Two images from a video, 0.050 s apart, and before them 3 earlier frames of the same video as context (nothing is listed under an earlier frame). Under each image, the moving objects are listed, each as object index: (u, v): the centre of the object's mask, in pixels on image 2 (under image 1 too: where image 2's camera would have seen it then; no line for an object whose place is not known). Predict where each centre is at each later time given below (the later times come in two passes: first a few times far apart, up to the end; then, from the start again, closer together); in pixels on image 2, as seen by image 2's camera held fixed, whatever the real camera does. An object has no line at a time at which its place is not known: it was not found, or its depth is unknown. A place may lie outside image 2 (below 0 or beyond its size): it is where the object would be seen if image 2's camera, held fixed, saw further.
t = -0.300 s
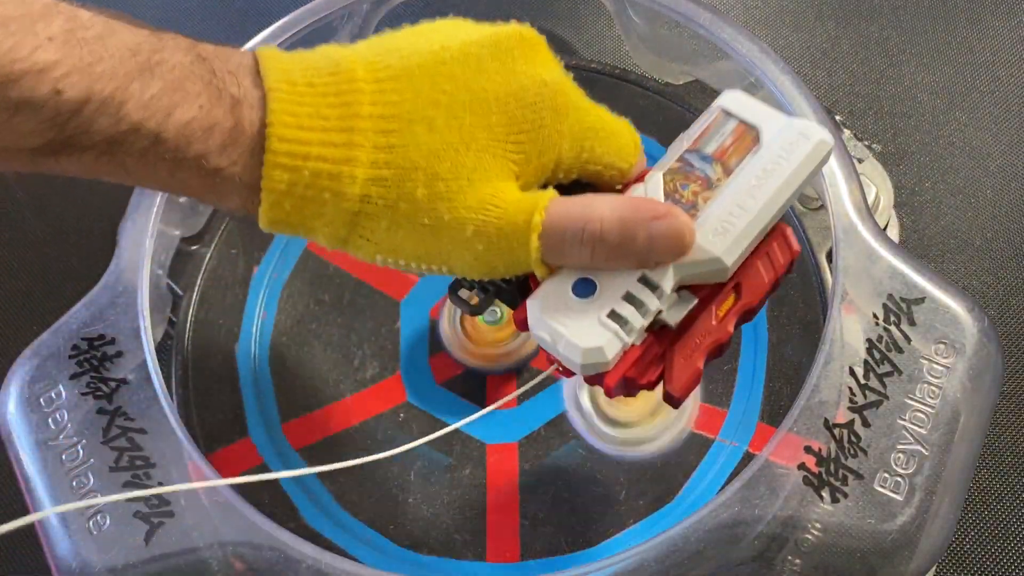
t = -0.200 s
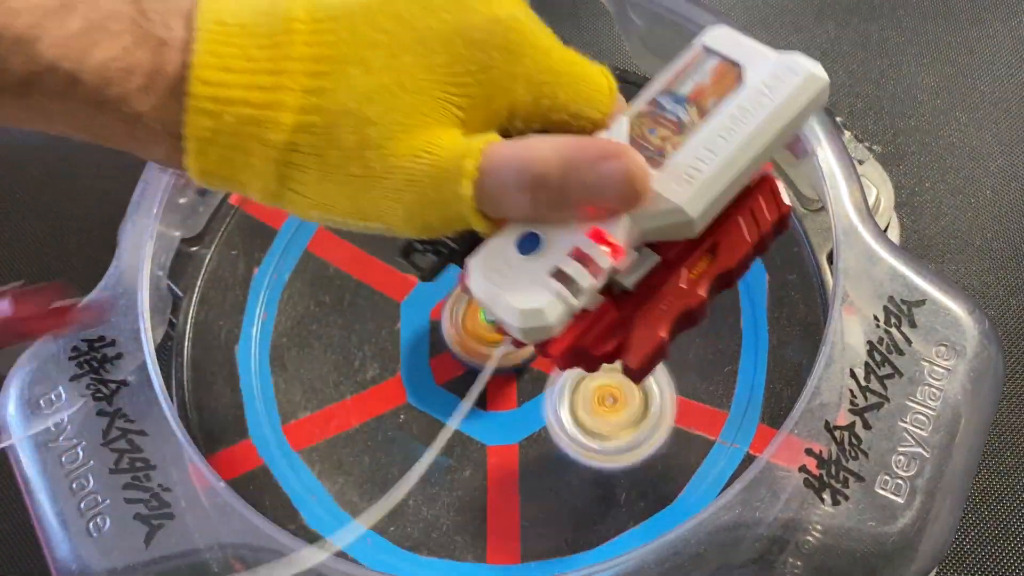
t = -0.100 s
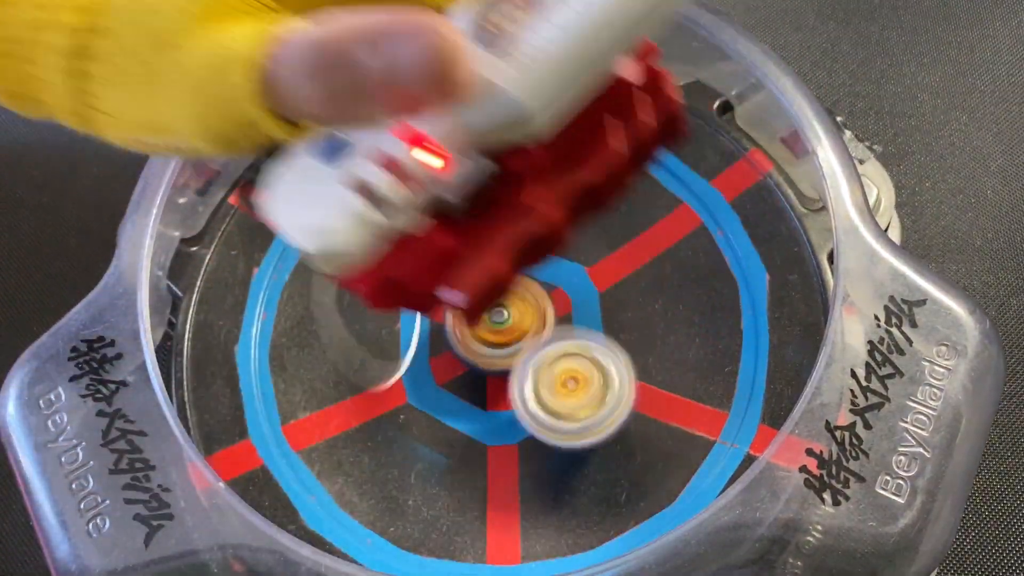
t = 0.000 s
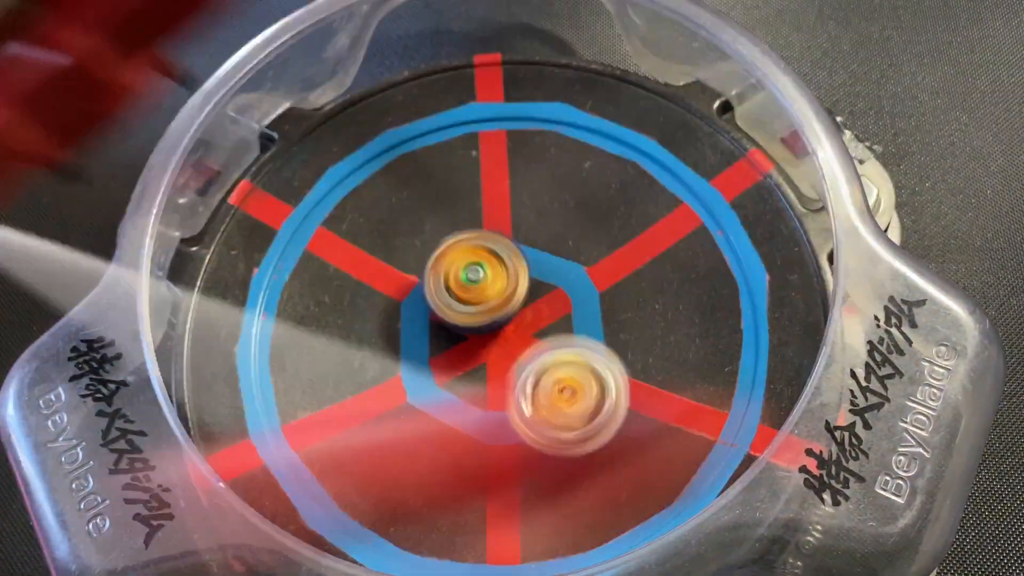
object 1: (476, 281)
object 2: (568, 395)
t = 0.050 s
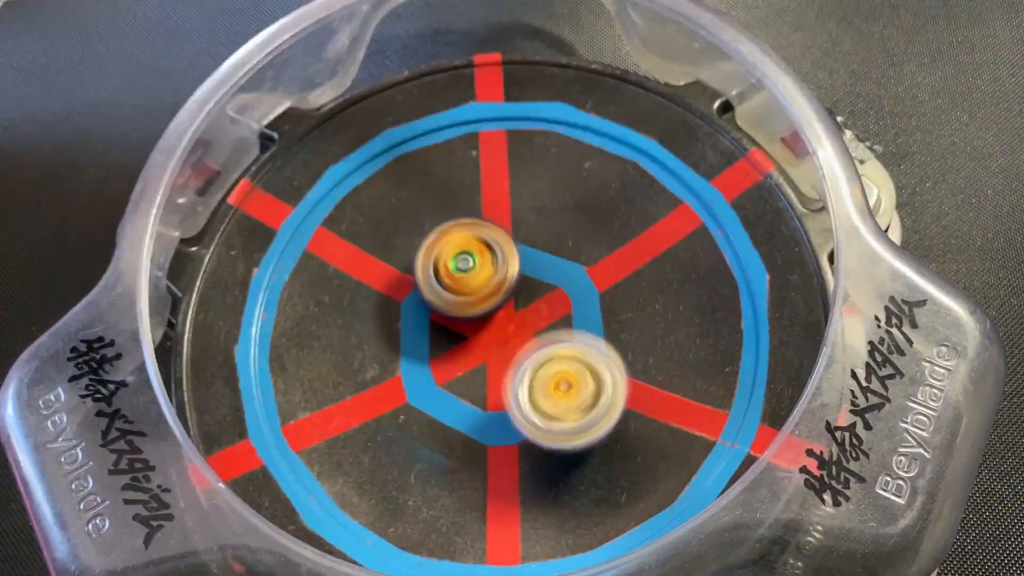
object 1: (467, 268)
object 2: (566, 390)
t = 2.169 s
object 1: (532, 292)
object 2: (402, 176)
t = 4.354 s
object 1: (530, 306)
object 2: (429, 348)
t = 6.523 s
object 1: (469, 233)
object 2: (538, 377)
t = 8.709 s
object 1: (457, 284)
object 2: (584, 409)
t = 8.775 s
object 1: (464, 287)
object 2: (580, 410)
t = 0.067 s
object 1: (466, 265)
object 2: (565, 387)
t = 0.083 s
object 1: (464, 264)
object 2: (563, 384)
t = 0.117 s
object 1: (463, 262)
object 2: (559, 376)
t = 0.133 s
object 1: (464, 262)
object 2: (557, 372)
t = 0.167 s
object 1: (465, 263)
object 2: (551, 364)
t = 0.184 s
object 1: (465, 264)
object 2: (548, 359)
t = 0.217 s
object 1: (467, 266)
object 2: (541, 350)
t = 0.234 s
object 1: (469, 268)
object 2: (539, 345)
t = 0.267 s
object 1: (470, 267)
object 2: (535, 342)
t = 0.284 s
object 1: (470, 264)
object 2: (534, 345)
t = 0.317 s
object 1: (470, 254)
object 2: (534, 355)
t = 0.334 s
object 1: (470, 251)
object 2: (534, 359)
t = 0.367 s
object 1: (470, 246)
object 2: (532, 364)
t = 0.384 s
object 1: (470, 243)
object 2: (531, 366)
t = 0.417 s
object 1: (472, 242)
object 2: (529, 367)
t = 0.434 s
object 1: (473, 243)
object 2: (528, 367)
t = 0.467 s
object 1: (475, 246)
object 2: (525, 366)
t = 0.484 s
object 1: (477, 247)
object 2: (524, 365)
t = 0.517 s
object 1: (480, 252)
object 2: (522, 361)
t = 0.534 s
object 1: (481, 256)
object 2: (521, 359)
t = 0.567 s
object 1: (485, 261)
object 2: (518, 357)
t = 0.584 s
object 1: (489, 251)
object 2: (514, 368)
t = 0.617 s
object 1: (497, 229)
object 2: (506, 395)
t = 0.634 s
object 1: (502, 220)
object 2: (503, 404)
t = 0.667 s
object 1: (508, 207)
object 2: (495, 424)
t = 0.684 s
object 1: (509, 203)
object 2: (491, 432)
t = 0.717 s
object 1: (513, 198)
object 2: (487, 444)
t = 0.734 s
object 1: (514, 196)
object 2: (486, 449)
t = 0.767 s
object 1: (515, 197)
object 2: (485, 454)
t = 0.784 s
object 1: (516, 200)
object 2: (484, 455)
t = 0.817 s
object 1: (516, 206)
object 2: (483, 455)
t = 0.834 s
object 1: (515, 209)
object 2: (484, 454)
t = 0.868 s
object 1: (515, 218)
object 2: (483, 450)
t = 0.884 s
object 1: (516, 221)
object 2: (483, 447)
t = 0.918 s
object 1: (515, 231)
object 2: (483, 440)
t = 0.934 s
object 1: (515, 236)
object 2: (484, 436)
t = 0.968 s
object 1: (514, 245)
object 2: (485, 426)
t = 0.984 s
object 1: (514, 249)
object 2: (485, 423)
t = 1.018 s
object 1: (513, 258)
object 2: (486, 412)
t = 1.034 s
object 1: (514, 263)
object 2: (486, 406)
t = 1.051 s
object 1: (512, 267)
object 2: (485, 401)
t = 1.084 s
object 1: (511, 276)
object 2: (486, 391)
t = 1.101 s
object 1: (512, 279)
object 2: (484, 385)
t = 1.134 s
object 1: (521, 269)
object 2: (473, 392)
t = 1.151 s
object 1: (532, 259)
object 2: (461, 402)
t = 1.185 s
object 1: (547, 241)
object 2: (441, 415)
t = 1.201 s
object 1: (552, 233)
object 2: (431, 420)
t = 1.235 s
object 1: (562, 222)
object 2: (417, 426)
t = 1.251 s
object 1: (566, 217)
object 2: (410, 427)
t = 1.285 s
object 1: (569, 213)
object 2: (402, 428)
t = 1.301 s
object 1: (570, 214)
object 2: (399, 427)
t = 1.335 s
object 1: (569, 215)
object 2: (398, 424)
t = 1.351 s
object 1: (567, 217)
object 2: (397, 421)
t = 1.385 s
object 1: (563, 222)
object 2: (400, 416)
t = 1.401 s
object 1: (563, 225)
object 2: (402, 411)
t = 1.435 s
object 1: (558, 232)
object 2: (409, 404)
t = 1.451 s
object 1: (557, 236)
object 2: (411, 398)
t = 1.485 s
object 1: (553, 244)
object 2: (421, 390)
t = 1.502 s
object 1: (550, 248)
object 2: (423, 384)
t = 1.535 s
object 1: (546, 256)
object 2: (435, 376)
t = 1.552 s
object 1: (545, 258)
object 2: (438, 369)
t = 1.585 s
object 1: (541, 265)
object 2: (450, 360)
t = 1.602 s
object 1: (540, 270)
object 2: (452, 352)
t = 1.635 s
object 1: (546, 264)
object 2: (451, 353)
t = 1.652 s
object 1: (552, 253)
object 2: (442, 362)
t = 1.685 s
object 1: (565, 235)
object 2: (428, 372)
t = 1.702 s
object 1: (571, 229)
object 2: (422, 377)
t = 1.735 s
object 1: (577, 220)
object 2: (413, 379)
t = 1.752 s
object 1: (577, 218)
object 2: (408, 379)
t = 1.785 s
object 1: (578, 216)
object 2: (404, 372)
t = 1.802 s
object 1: (579, 217)
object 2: (402, 369)
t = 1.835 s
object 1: (577, 220)
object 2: (400, 355)
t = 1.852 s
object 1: (573, 222)
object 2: (401, 347)
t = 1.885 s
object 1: (569, 228)
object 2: (401, 328)
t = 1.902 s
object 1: (569, 232)
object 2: (403, 318)
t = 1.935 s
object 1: (564, 239)
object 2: (403, 298)
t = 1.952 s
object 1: (561, 243)
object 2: (405, 286)
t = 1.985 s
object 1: (556, 252)
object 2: (405, 266)
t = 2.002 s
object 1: (555, 256)
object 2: (405, 256)
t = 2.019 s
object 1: (551, 259)
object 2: (405, 243)
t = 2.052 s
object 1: (546, 267)
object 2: (406, 226)
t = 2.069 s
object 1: (545, 271)
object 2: (404, 217)
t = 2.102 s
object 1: (540, 279)
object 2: (405, 200)
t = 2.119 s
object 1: (537, 282)
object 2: (403, 194)
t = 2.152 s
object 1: (532, 288)
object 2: (403, 180)
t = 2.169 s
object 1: (532, 292)
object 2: (402, 176)
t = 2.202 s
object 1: (529, 299)
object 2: (400, 166)
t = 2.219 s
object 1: (525, 301)
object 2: (401, 164)
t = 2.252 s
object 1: (523, 307)
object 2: (399, 159)
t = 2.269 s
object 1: (523, 310)
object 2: (400, 158)
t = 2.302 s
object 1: (520, 314)
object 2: (400, 157)
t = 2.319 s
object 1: (519, 315)
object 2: (402, 159)
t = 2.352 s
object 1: (517, 318)
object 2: (404, 162)
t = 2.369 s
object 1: (517, 321)
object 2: (407, 164)
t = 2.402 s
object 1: (515, 323)
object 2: (411, 171)
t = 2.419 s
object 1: (514, 323)
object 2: (416, 174)
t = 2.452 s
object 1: (512, 325)
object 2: (425, 186)
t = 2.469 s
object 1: (512, 326)
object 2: (430, 189)
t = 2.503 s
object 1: (510, 327)
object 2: (447, 200)
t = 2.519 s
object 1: (510, 326)
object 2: (453, 207)
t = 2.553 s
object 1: (508, 326)
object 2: (475, 217)
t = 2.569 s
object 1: (507, 328)
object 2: (486, 222)
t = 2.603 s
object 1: (502, 371)
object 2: (505, 194)
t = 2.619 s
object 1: (501, 391)
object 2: (517, 178)
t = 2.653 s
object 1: (498, 430)
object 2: (536, 148)
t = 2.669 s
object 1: (495, 449)
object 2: (543, 132)
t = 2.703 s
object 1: (492, 476)
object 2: (554, 105)
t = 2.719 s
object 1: (493, 486)
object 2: (560, 98)
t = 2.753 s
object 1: (490, 503)
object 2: (565, 93)
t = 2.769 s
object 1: (486, 509)
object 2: (568, 93)
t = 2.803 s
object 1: (482, 515)
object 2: (573, 93)
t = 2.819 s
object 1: (482, 516)
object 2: (575, 95)
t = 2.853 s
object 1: (479, 515)
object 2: (581, 97)
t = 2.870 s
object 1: (477, 510)
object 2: (584, 97)
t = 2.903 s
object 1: (475, 501)
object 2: (591, 103)
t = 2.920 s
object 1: (475, 496)
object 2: (594, 107)
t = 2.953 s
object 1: (475, 482)
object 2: (601, 116)
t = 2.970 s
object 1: (475, 473)
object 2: (603, 124)
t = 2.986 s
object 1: (475, 466)
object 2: (605, 133)
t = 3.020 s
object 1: (477, 449)
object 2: (608, 149)
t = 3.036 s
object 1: (478, 442)
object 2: (609, 159)
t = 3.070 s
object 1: (480, 425)
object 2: (609, 181)
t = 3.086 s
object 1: (481, 416)
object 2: (609, 193)
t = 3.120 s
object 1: (483, 399)
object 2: (610, 215)
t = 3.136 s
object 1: (486, 387)
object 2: (612, 226)
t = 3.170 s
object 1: (490, 370)
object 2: (614, 254)
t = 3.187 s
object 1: (491, 361)
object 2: (614, 267)
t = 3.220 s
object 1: (501, 351)
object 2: (613, 294)
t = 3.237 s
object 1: (505, 340)
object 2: (615, 307)
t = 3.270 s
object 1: (455, 331)
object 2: (663, 322)
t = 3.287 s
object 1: (434, 325)
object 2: (685, 330)
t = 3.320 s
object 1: (389, 312)
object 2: (732, 352)
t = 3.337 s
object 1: (370, 307)
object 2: (743, 361)
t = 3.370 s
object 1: (339, 293)
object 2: (757, 371)
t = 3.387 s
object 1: (325, 287)
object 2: (761, 380)
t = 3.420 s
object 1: (306, 270)
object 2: (766, 388)
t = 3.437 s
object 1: (298, 263)
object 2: (766, 393)
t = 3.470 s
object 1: (292, 247)
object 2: (761, 399)
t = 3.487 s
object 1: (292, 238)
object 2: (757, 403)
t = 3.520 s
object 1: (295, 224)
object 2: (747, 407)
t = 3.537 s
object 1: (301, 217)
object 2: (740, 411)
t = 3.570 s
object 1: (313, 208)
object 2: (724, 417)
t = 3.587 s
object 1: (321, 202)
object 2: (714, 420)
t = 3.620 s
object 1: (340, 197)
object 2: (690, 424)
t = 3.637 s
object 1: (349, 196)
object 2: (677, 424)
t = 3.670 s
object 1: (370, 195)
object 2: (646, 424)
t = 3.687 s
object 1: (380, 198)
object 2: (628, 423)
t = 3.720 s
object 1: (400, 200)
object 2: (594, 419)
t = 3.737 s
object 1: (411, 204)
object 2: (576, 416)
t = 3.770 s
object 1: (430, 210)
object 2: (540, 409)
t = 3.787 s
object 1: (440, 214)
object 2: (521, 405)
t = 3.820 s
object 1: (457, 223)
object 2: (483, 396)
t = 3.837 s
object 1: (466, 227)
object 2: (465, 391)
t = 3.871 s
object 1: (481, 237)
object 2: (427, 381)
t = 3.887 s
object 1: (486, 241)
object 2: (408, 375)
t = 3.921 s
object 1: (499, 251)
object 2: (374, 365)
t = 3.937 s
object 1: (503, 256)
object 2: (357, 359)
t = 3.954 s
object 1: (508, 261)
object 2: (342, 355)
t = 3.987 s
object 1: (516, 269)
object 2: (316, 345)
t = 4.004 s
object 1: (520, 272)
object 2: (305, 340)
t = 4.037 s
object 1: (524, 279)
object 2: (288, 336)
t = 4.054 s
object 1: (526, 281)
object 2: (283, 331)
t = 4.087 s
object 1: (529, 286)
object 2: (277, 320)
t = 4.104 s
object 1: (529, 287)
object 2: (277, 319)
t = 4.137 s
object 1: (531, 291)
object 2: (278, 318)
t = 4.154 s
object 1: (531, 293)
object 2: (284, 318)
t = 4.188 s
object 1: (532, 295)
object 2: (301, 318)
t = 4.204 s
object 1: (532, 297)
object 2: (310, 318)
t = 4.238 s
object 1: (531, 299)
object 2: (327, 325)
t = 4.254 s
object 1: (531, 301)
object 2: (343, 327)
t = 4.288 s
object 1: (531, 303)
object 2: (371, 330)
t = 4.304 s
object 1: (532, 303)
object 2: (382, 336)
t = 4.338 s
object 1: (530, 305)
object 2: (415, 345)
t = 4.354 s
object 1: (530, 306)
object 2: (429, 348)
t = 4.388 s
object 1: (550, 292)
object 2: (433, 369)
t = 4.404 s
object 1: (565, 283)
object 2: (434, 382)
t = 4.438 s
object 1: (590, 268)
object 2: (433, 404)
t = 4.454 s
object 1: (600, 262)
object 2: (431, 415)
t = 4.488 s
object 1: (618, 255)
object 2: (430, 439)
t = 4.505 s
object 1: (626, 252)
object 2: (429, 448)
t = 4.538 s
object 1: (637, 245)
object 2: (422, 469)
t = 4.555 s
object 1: (641, 244)
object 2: (423, 479)
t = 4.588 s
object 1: (646, 242)
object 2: (421, 492)
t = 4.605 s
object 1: (648, 242)
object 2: (419, 501)
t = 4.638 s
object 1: (648, 242)
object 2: (422, 514)
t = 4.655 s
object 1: (647, 243)
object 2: (422, 515)
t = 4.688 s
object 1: (643, 246)
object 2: (423, 522)
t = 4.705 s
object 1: (639, 249)
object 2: (425, 523)
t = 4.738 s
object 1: (631, 254)
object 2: (429, 520)
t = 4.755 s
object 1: (625, 259)
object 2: (431, 519)
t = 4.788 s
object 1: (614, 264)
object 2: (441, 512)
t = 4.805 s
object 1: (609, 270)
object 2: (444, 502)
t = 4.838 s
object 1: (597, 276)
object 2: (450, 488)
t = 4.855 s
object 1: (590, 282)
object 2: (458, 477)
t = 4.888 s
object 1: (577, 287)
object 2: (462, 449)
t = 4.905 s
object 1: (569, 291)
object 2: (465, 438)
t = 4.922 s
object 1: (563, 293)
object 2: (469, 423)
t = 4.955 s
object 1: (546, 297)
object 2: (473, 388)
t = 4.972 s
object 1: (539, 297)
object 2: (472, 373)
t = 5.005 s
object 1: (534, 283)
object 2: (459, 354)
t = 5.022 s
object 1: (536, 274)
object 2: (442, 352)
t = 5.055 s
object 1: (541, 252)
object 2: (410, 346)
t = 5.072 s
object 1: (544, 243)
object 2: (391, 343)
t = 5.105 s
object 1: (546, 229)
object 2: (364, 336)
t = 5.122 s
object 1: (547, 225)
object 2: (350, 334)
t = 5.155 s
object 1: (546, 220)
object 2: (328, 327)
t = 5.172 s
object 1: (546, 220)
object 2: (317, 324)
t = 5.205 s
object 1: (543, 222)
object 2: (300, 319)
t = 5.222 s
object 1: (543, 225)
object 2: (290, 315)
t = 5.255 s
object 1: (540, 230)
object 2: (281, 310)
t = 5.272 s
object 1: (539, 234)
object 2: (279, 309)
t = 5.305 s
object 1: (535, 240)
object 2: (277, 302)
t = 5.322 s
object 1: (533, 244)
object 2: (277, 302)
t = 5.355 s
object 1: (527, 251)
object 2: (285, 300)
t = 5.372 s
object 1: (526, 256)
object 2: (286, 296)
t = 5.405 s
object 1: (519, 266)
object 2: (304, 292)
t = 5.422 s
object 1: (515, 272)
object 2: (314, 291)
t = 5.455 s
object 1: (506, 284)
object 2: (338, 283)
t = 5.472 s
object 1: (501, 291)
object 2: (348, 283)
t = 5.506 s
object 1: (491, 304)
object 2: (378, 278)
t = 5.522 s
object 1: (501, 312)
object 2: (375, 269)
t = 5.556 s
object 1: (525, 332)
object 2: (374, 260)
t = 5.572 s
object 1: (535, 341)
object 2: (377, 254)
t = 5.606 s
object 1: (554, 360)
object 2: (380, 243)
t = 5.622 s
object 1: (562, 370)
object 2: (381, 243)
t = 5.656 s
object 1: (574, 388)
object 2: (391, 238)
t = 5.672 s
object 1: (578, 397)
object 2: (390, 232)
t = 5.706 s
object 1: (585, 412)
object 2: (405, 231)
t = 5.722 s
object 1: (587, 419)
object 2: (413, 228)
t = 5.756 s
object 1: (588, 430)
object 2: (429, 225)
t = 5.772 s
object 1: (588, 435)
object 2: (436, 230)
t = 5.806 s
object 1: (585, 439)
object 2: (456, 233)
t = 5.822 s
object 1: (584, 441)
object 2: (460, 232)
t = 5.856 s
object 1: (581, 441)
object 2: (481, 238)
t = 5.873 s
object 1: (579, 440)
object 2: (493, 238)
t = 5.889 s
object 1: (578, 439)
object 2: (504, 244)
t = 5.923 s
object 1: (573, 433)
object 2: (523, 248)
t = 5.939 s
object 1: (570, 432)
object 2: (535, 250)
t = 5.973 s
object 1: (564, 426)
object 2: (550, 257)
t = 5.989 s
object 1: (562, 424)
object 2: (566, 261)
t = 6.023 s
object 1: (555, 419)
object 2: (579, 267)
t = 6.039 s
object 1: (552, 415)
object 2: (590, 274)
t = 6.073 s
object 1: (546, 410)
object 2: (604, 280)
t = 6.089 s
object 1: (542, 407)
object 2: (613, 283)
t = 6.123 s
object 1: (537, 400)
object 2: (621, 291)
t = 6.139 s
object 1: (533, 396)
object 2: (634, 297)
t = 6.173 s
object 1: (526, 386)
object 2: (639, 304)
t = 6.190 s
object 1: (523, 380)
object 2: (642, 311)
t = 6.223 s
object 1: (514, 367)
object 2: (646, 318)
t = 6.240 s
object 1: (510, 359)
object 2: (648, 321)
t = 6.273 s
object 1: (502, 344)
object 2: (642, 330)
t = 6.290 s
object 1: (499, 336)
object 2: (646, 335)
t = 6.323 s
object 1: (493, 319)
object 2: (637, 341)
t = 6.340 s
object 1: (490, 310)
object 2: (632, 348)
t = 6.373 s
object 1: (483, 294)
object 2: (621, 354)
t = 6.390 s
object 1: (480, 285)
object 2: (615, 357)
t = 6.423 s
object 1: (476, 270)
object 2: (596, 362)
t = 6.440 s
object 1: (475, 262)
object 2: (591, 366)
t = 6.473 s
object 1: (472, 249)
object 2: (571, 370)
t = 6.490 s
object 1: (471, 243)
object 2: (559, 375)
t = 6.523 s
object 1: (469, 233)
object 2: (538, 377)
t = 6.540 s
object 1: (470, 228)
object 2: (527, 379)
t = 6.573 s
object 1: (469, 222)
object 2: (503, 380)
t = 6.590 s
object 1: (469, 221)
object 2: (494, 383)
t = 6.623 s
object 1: (469, 219)
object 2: (472, 382)
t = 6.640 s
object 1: (469, 218)
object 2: (458, 384)
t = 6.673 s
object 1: (470, 221)
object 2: (438, 382)
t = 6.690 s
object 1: (471, 222)
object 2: (428, 382)
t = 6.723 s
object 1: (474, 225)
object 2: (409, 377)
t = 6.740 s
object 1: (476, 227)
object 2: (401, 378)
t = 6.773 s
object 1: (479, 231)
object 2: (388, 372)
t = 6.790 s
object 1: (482, 233)
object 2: (376, 370)
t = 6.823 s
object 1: (484, 238)
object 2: (368, 364)
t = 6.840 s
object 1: (485, 242)
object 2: (364, 361)
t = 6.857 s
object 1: (486, 245)
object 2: (359, 358)
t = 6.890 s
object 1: (487, 254)
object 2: (358, 350)
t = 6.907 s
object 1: (488, 259)
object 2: (355, 345)
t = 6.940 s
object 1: (489, 271)
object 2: (354, 335)
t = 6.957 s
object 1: (490, 278)
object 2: (360, 332)
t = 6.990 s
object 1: (491, 293)
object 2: (366, 321)
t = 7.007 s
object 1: (491, 301)
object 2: (367, 317)
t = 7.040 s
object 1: (504, 319)
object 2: (369, 301)
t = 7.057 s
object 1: (515, 331)
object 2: (364, 293)
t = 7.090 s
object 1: (538, 353)
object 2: (355, 277)
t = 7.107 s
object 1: (548, 366)
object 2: (355, 267)
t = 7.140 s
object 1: (565, 391)
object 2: (350, 254)
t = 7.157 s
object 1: (573, 404)
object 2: (350, 247)
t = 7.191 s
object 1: (584, 430)
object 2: (354, 236)
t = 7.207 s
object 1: (588, 443)
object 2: (350, 231)
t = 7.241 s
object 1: (591, 465)
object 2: (359, 223)
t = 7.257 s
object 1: (592, 474)
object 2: (356, 218)
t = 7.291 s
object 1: (592, 489)
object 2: (371, 213)
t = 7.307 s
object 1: (591, 494)
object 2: (379, 212)
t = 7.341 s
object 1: (586, 500)
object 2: (391, 208)
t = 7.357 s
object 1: (584, 501)
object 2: (407, 212)
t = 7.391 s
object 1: (581, 499)
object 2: (421, 210)
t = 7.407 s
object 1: (579, 497)
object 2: (434, 214)
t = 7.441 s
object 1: (572, 492)
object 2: (456, 217)
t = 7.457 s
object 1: (569, 487)
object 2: (466, 217)
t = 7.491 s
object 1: (561, 476)
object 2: (489, 227)
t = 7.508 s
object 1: (555, 470)
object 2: (499, 225)
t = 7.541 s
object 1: (546, 455)
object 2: (520, 237)
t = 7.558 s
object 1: (542, 445)
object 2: (529, 237)
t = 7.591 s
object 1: (535, 429)
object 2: (549, 248)
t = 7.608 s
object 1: (531, 417)
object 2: (556, 251)
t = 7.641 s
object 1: (525, 392)
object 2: (570, 262)
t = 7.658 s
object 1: (523, 380)
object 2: (575, 267)
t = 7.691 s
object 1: (503, 367)
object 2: (598, 266)
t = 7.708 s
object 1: (492, 364)
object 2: (612, 261)
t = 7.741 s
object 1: (466, 356)
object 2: (637, 255)
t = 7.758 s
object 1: (456, 353)
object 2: (643, 254)
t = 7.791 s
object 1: (439, 338)
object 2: (657, 254)
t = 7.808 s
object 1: (430, 333)
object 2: (661, 257)
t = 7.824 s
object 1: (424, 326)
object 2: (663, 260)
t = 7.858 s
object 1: (411, 314)
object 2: (661, 264)
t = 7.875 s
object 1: (407, 307)
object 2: (659, 267)
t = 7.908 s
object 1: (398, 296)
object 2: (653, 272)
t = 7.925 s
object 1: (395, 291)
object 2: (652, 271)
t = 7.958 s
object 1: (392, 282)
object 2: (644, 276)
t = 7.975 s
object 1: (390, 280)
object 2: (636, 278)
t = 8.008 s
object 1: (390, 275)
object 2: (627, 282)
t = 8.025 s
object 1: (390, 274)
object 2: (624, 286)
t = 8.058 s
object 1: (393, 273)
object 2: (611, 292)
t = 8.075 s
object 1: (395, 273)
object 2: (602, 293)
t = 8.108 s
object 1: (400, 273)
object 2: (585, 300)
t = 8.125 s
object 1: (403, 273)
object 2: (576, 304)
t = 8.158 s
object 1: (411, 271)
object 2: (555, 307)
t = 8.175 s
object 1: (414, 271)
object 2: (547, 306)
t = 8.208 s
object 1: (420, 272)
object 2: (527, 306)
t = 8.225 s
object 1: (419, 273)
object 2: (515, 306)
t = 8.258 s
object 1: (412, 270)
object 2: (518, 315)
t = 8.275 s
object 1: (405, 267)
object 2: (526, 317)
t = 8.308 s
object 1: (396, 264)
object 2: (530, 326)
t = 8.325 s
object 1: (395, 265)
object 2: (533, 335)
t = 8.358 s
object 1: (396, 268)
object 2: (536, 342)
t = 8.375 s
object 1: (398, 269)
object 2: (534, 342)
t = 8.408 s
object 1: (405, 272)
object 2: (534, 346)
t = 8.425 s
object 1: (410, 275)
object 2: (534, 349)
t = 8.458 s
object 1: (422, 282)
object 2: (530, 349)
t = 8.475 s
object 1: (429, 286)
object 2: (527, 347)
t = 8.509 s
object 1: (440, 291)
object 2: (528, 348)
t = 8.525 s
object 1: (447, 294)
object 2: (532, 351)
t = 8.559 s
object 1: (447, 292)
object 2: (543, 365)
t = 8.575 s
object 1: (445, 288)
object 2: (550, 375)
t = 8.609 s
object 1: (443, 285)
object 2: (568, 383)
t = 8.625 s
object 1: (446, 283)
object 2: (571, 390)
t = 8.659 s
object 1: (450, 284)
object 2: (581, 403)
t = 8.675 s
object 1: (452, 284)
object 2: (583, 402)
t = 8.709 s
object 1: (457, 284)
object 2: (584, 409)
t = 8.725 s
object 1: (459, 284)
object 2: (587, 410)
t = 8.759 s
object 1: (462, 286)
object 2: (581, 409)
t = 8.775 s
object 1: (464, 287)
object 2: (580, 410)
